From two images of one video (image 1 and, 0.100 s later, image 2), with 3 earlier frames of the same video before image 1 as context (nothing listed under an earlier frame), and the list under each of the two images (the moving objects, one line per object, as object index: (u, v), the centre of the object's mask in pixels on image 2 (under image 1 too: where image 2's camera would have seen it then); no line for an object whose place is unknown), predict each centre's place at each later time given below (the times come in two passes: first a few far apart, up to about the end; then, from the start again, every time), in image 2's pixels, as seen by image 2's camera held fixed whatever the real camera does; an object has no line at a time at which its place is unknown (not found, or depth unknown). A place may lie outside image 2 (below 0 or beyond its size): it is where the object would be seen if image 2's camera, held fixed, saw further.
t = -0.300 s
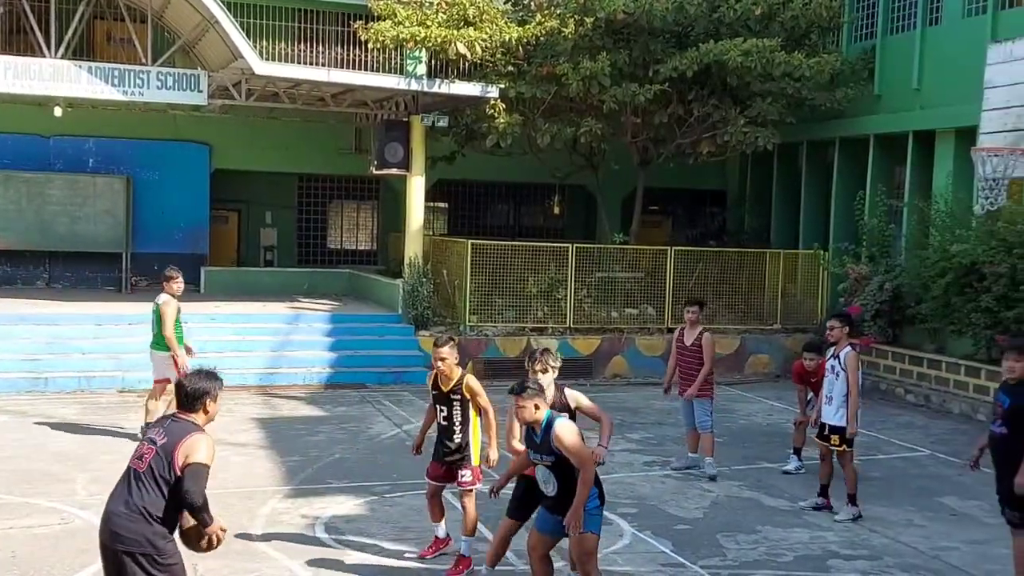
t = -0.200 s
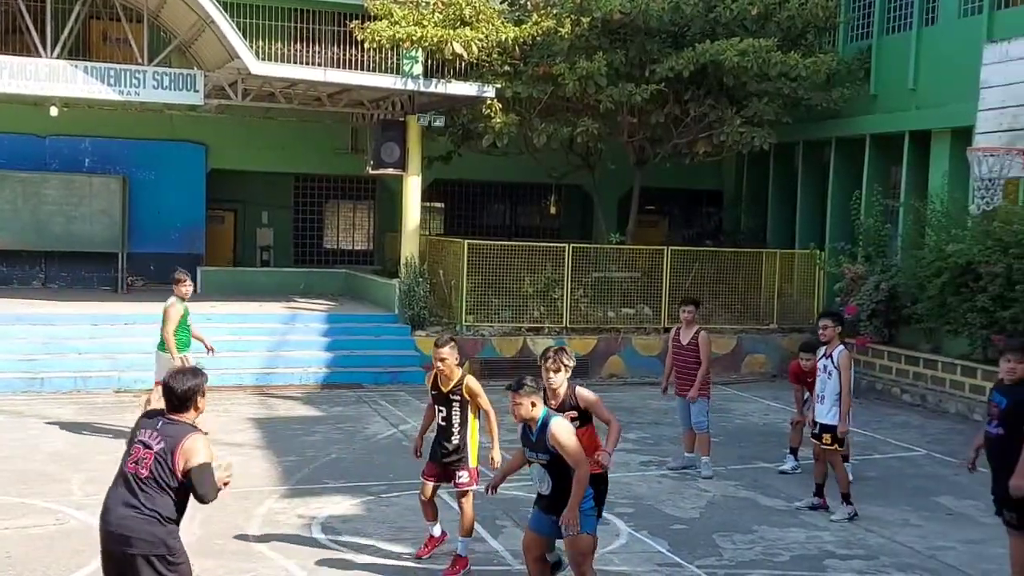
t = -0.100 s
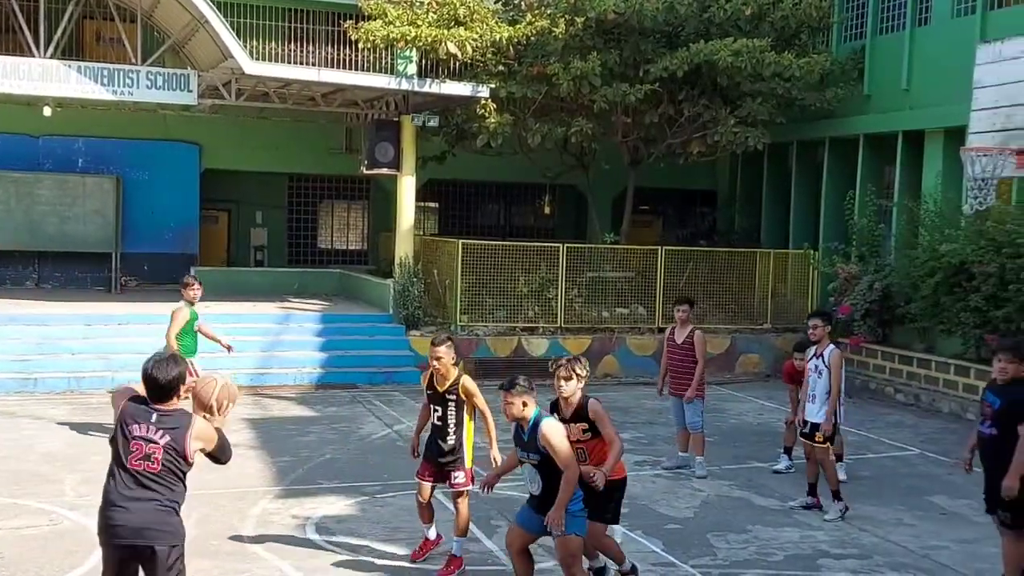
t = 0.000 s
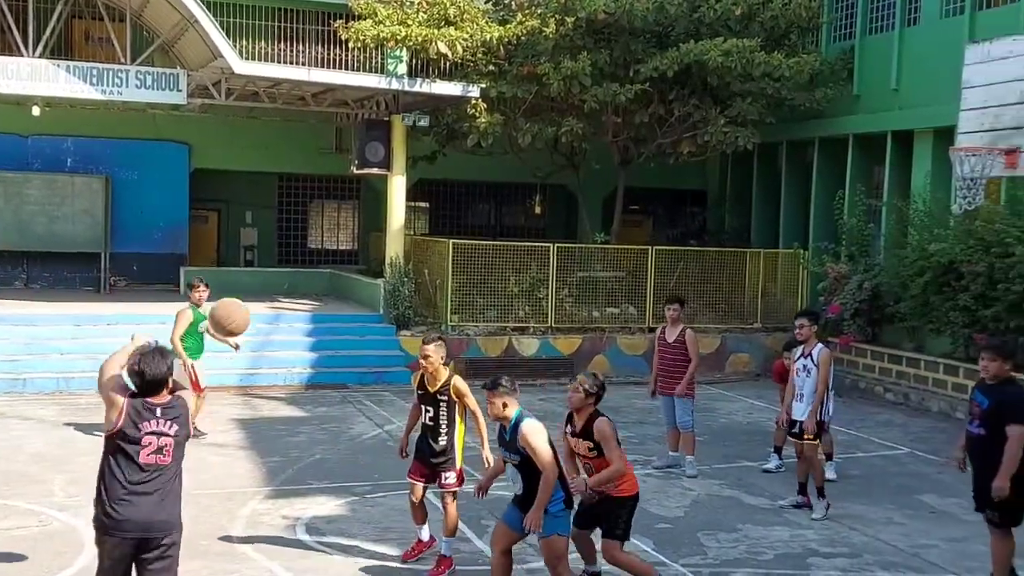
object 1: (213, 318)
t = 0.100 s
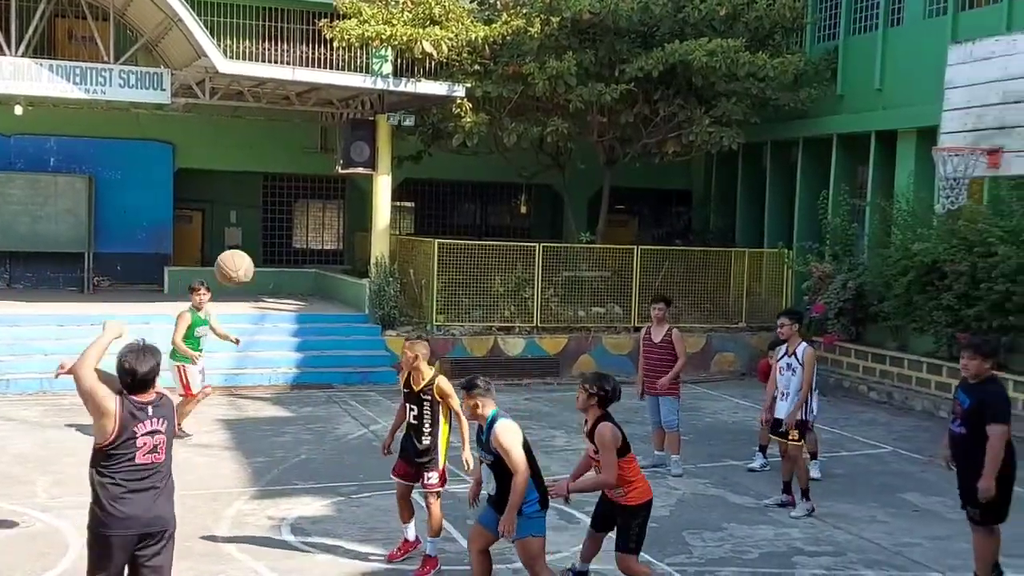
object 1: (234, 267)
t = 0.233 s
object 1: (256, 234)
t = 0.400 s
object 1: (279, 227)
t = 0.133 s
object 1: (240, 256)
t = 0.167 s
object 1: (246, 247)
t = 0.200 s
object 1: (251, 239)
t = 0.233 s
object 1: (256, 234)
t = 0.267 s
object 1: (261, 229)
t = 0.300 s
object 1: (266, 226)
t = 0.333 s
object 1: (271, 225)
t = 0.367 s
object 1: (275, 225)
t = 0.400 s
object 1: (279, 227)
